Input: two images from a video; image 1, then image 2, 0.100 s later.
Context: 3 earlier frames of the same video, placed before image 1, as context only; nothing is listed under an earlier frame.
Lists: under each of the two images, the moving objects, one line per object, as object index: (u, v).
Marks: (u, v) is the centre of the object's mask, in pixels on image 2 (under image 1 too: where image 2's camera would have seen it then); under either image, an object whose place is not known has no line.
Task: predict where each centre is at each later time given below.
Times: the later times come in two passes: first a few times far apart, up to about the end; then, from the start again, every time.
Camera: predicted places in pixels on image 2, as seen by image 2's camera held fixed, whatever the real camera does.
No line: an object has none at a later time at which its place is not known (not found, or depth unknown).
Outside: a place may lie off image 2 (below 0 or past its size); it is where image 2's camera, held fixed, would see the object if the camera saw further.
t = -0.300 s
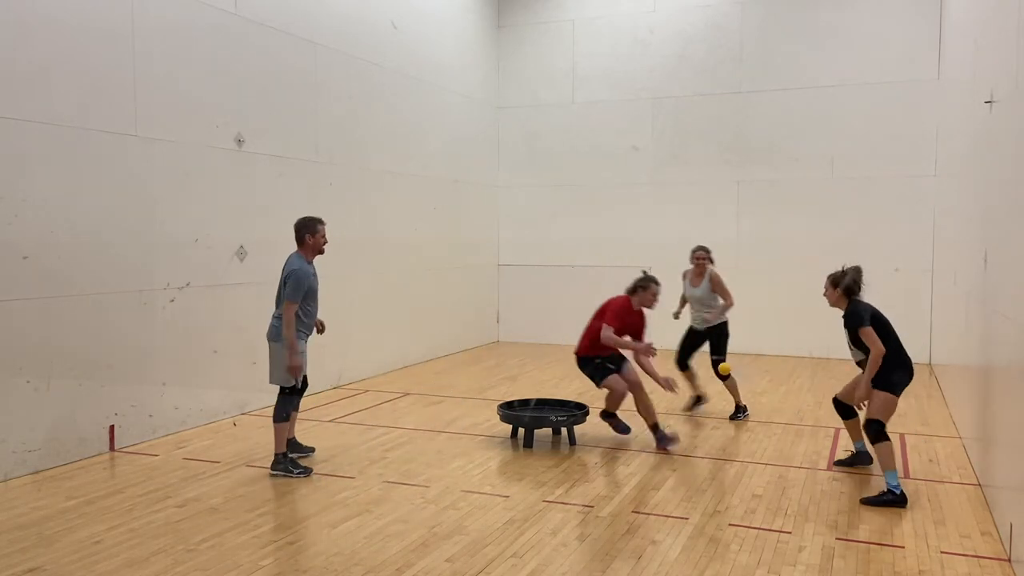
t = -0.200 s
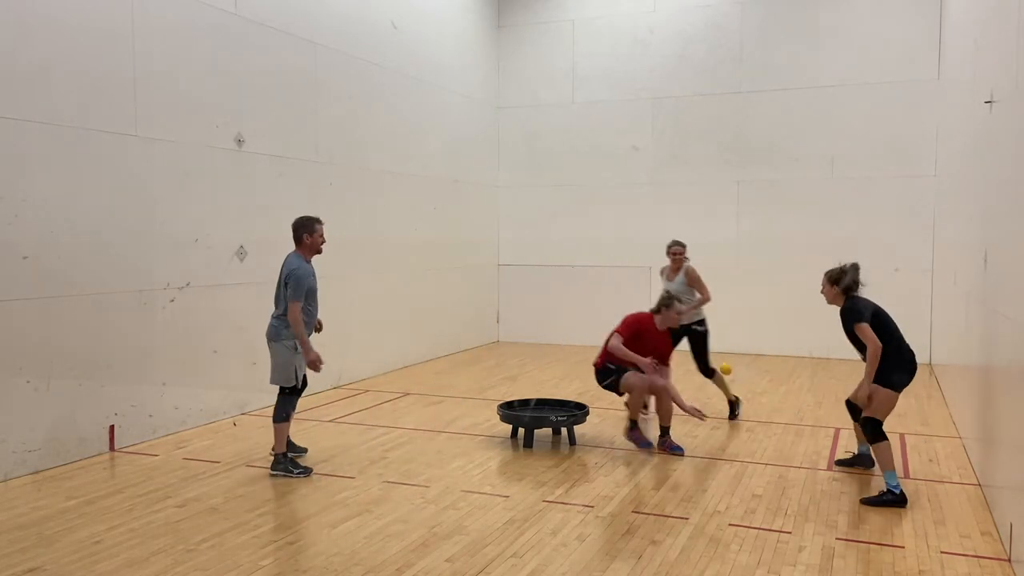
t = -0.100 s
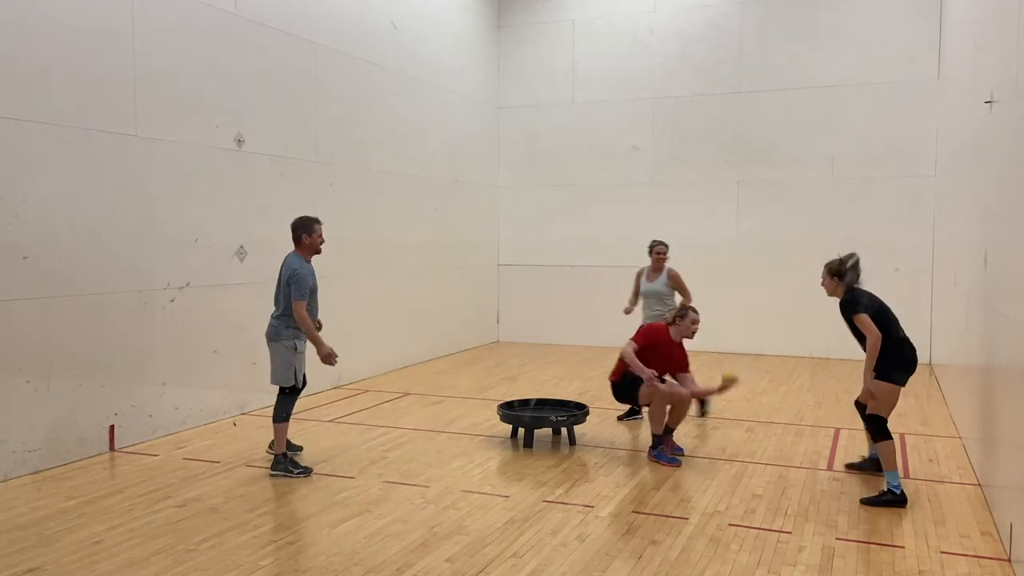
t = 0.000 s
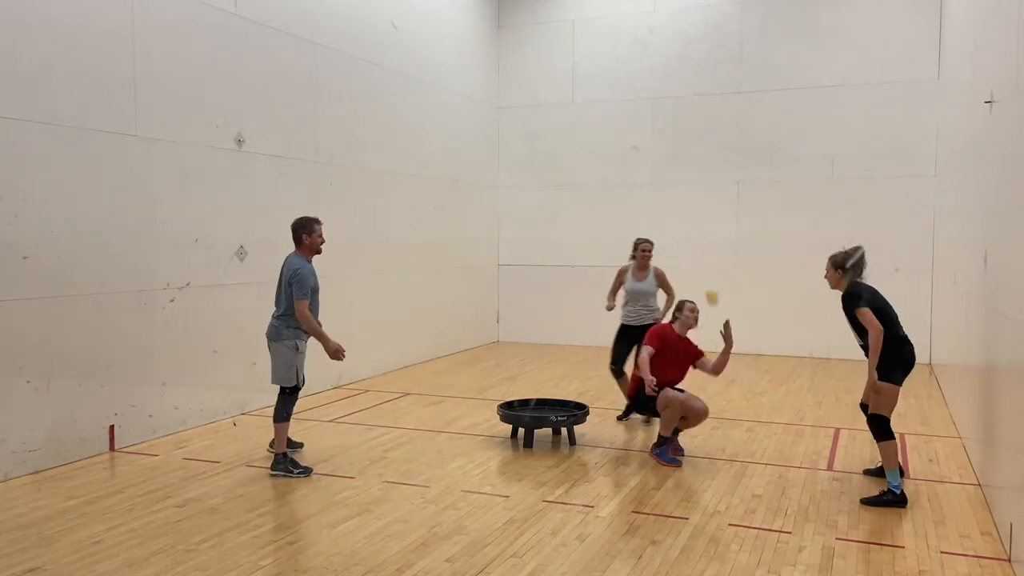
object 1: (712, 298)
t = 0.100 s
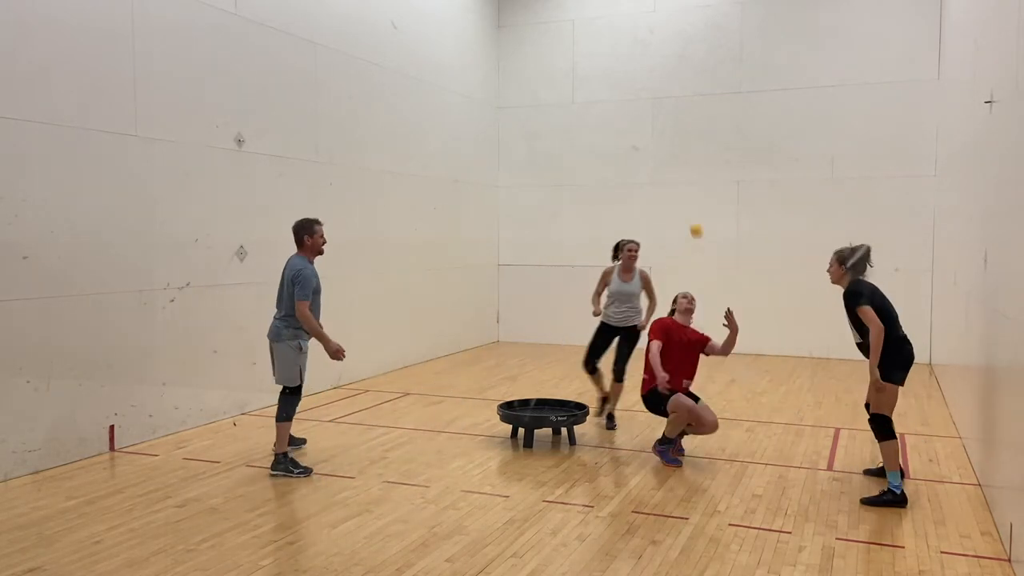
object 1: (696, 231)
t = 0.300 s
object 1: (665, 140)
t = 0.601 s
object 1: (619, 105)
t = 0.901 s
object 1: (574, 184)
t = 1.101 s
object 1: (549, 291)
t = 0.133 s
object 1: (691, 212)
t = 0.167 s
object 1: (686, 195)
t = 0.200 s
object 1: (681, 178)
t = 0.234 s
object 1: (675, 163)
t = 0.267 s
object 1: (670, 151)
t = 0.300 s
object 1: (665, 140)
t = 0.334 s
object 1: (660, 130)
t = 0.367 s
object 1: (655, 122)
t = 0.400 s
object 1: (650, 115)
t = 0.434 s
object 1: (645, 109)
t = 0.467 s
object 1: (639, 106)
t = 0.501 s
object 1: (634, 103)
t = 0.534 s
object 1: (629, 103)
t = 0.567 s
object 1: (624, 103)
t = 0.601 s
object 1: (619, 105)
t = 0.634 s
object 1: (614, 108)
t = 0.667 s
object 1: (609, 113)
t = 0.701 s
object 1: (604, 120)
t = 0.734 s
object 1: (599, 126)
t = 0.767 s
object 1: (594, 135)
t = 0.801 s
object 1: (589, 146)
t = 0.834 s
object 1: (584, 157)
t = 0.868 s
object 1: (579, 169)
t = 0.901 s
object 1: (574, 184)
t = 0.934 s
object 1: (570, 198)
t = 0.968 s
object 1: (566, 215)
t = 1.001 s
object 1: (561, 232)
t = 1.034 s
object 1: (557, 250)
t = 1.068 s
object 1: (552, 271)
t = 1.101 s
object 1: (549, 291)
